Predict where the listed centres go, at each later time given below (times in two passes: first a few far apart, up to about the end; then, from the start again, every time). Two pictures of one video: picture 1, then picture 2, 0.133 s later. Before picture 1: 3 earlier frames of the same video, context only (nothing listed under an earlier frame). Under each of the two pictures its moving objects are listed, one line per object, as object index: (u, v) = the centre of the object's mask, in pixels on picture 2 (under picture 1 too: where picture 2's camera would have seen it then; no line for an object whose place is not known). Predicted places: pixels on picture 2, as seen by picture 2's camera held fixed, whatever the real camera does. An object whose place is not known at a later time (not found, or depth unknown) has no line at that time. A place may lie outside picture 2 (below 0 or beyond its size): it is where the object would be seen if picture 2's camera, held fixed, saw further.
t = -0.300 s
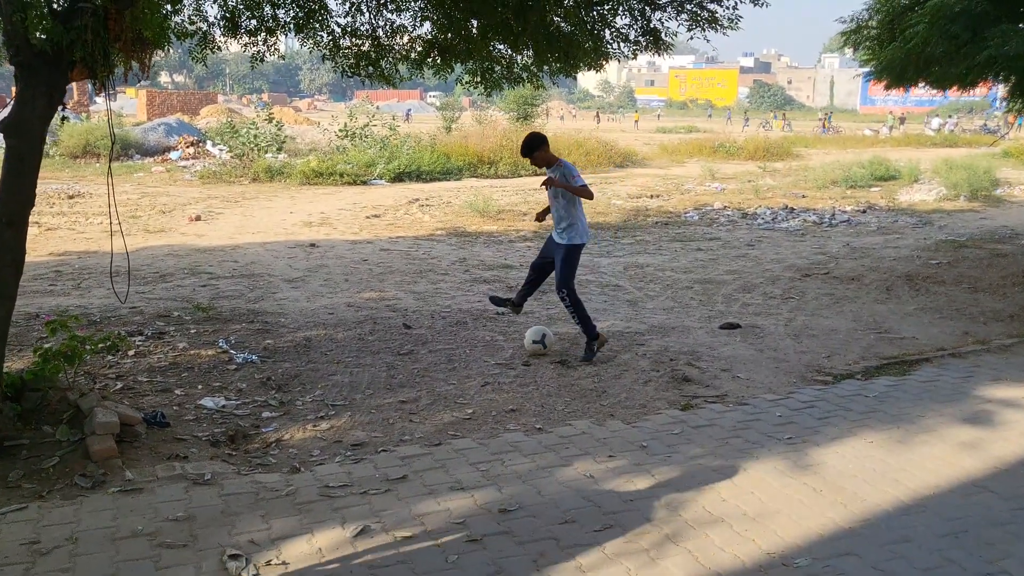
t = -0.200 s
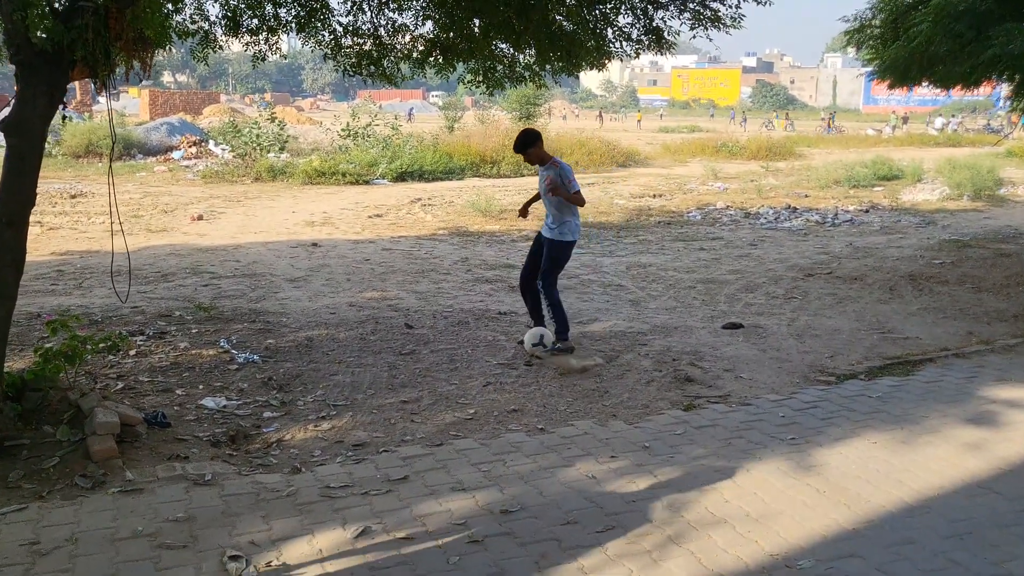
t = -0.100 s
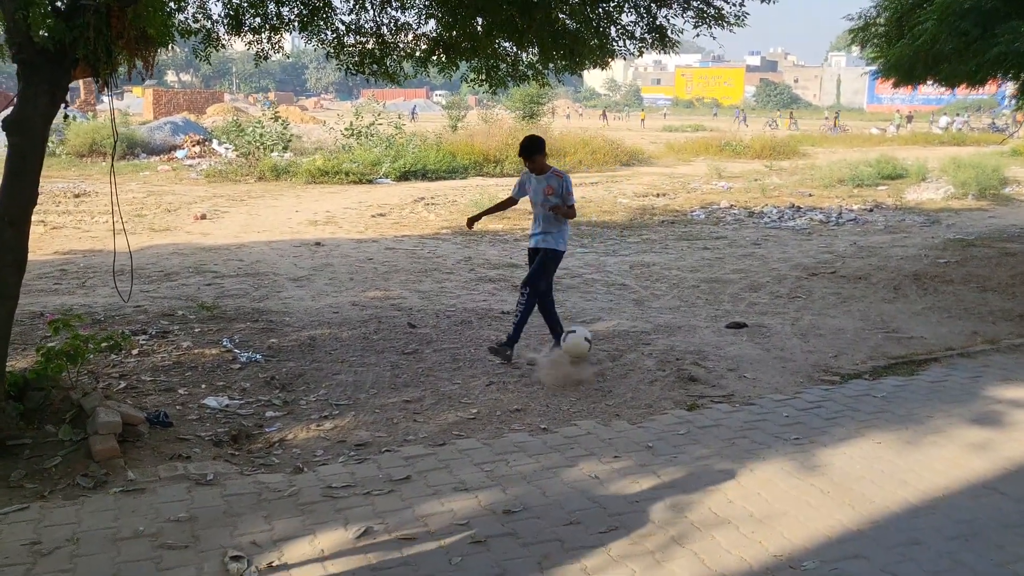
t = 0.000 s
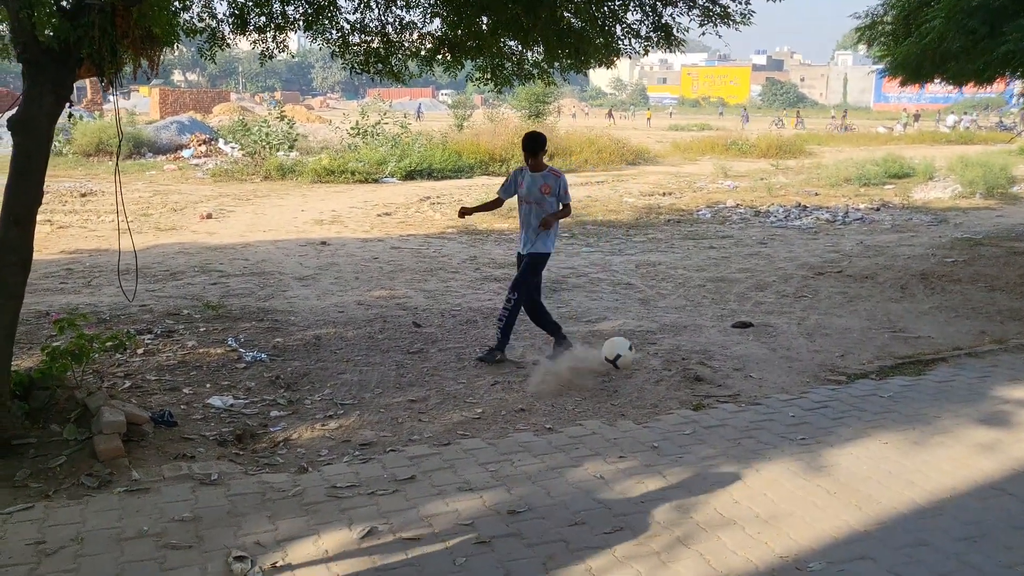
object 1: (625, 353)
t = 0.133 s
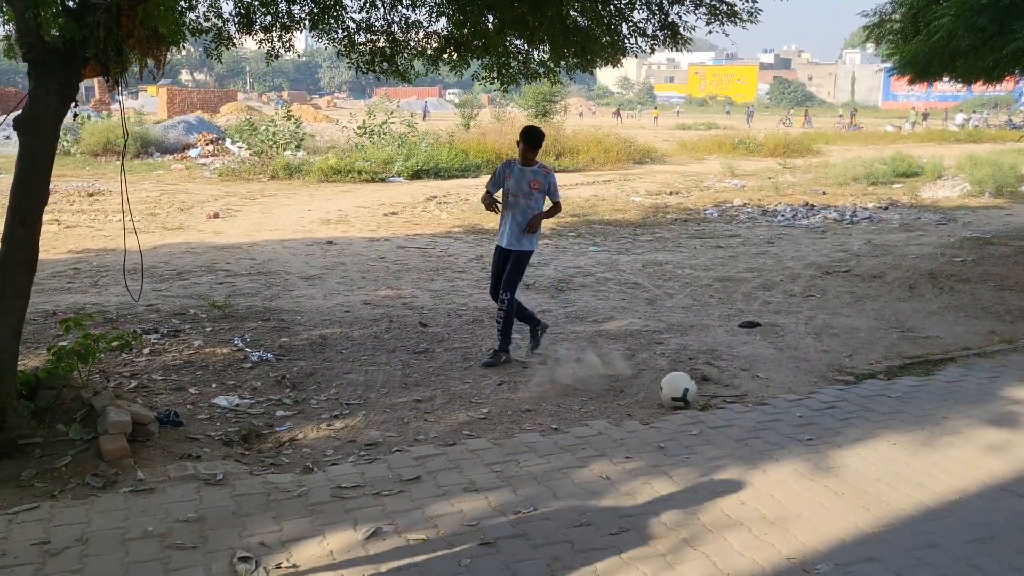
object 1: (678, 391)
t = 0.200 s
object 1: (701, 390)
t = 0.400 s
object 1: (779, 416)
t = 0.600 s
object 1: (872, 449)
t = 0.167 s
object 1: (689, 388)
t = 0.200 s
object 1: (701, 390)
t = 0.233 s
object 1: (713, 392)
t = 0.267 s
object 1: (725, 395)
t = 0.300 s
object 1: (737, 400)
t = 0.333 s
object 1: (751, 405)
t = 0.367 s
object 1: (764, 409)
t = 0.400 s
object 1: (779, 416)
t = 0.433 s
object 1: (793, 421)
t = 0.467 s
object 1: (807, 425)
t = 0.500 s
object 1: (823, 431)
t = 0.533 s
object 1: (839, 437)
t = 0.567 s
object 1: (854, 442)
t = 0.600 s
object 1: (872, 449)
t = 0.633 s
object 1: (889, 455)
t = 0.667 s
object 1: (907, 463)
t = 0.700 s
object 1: (926, 470)
